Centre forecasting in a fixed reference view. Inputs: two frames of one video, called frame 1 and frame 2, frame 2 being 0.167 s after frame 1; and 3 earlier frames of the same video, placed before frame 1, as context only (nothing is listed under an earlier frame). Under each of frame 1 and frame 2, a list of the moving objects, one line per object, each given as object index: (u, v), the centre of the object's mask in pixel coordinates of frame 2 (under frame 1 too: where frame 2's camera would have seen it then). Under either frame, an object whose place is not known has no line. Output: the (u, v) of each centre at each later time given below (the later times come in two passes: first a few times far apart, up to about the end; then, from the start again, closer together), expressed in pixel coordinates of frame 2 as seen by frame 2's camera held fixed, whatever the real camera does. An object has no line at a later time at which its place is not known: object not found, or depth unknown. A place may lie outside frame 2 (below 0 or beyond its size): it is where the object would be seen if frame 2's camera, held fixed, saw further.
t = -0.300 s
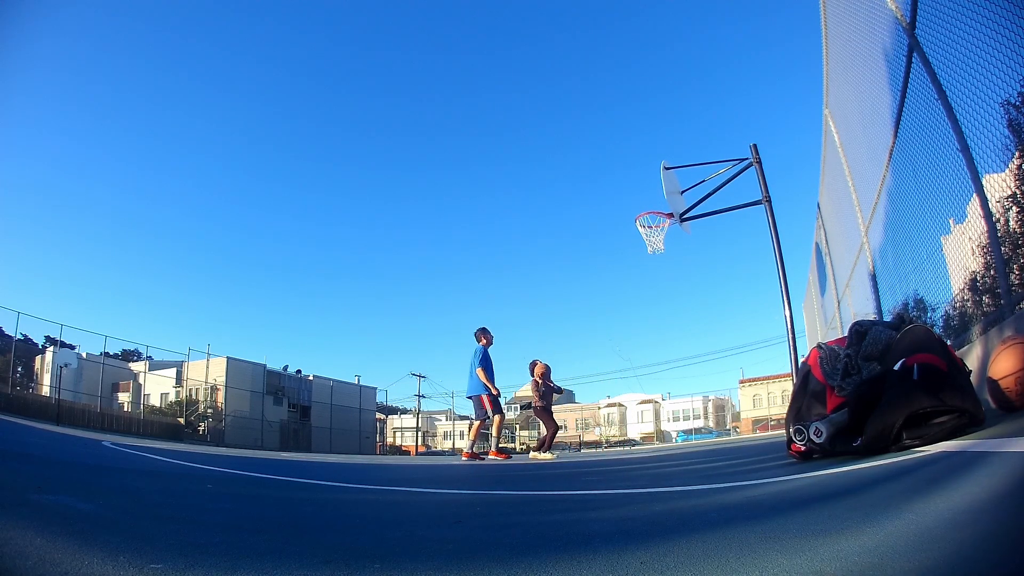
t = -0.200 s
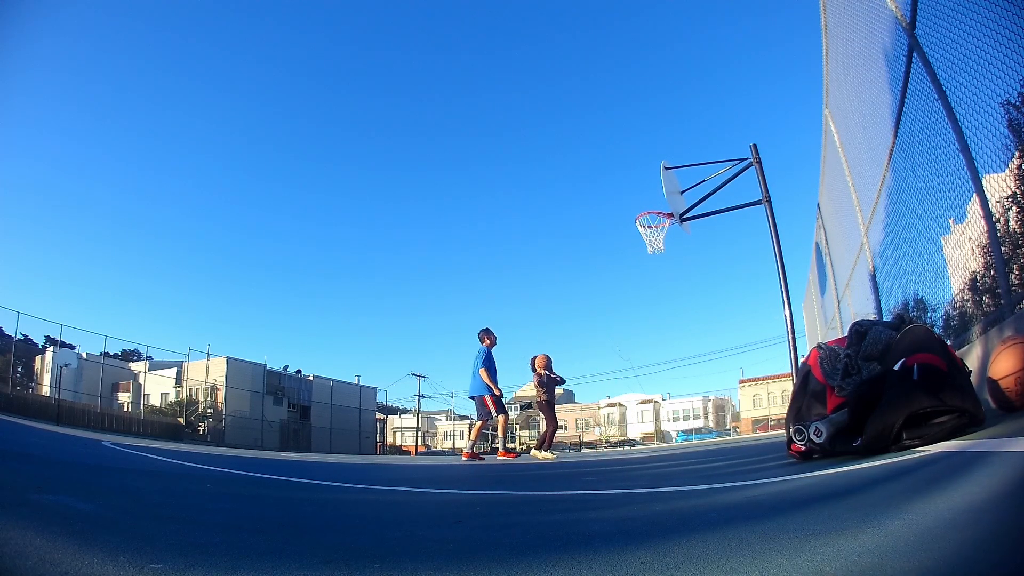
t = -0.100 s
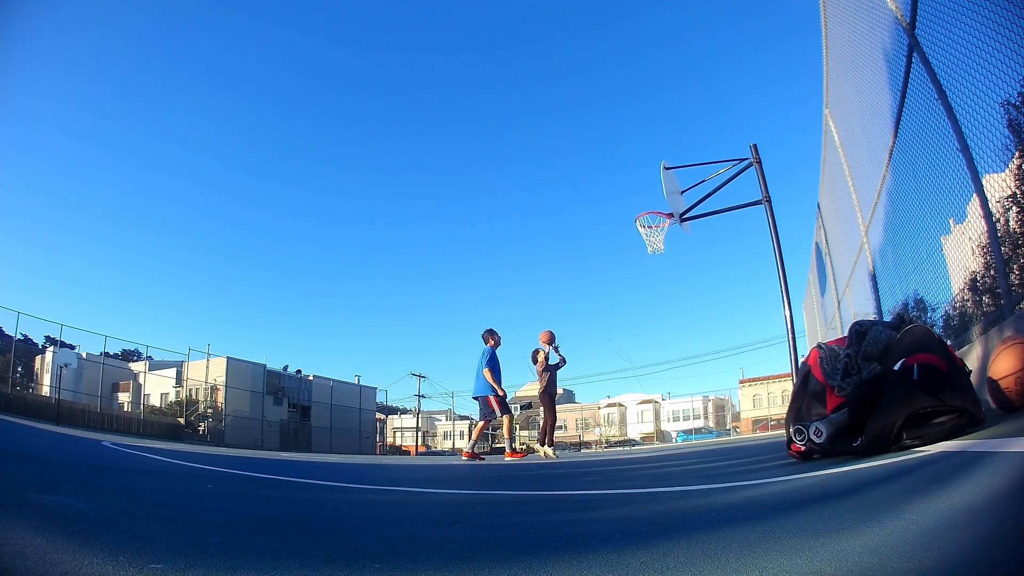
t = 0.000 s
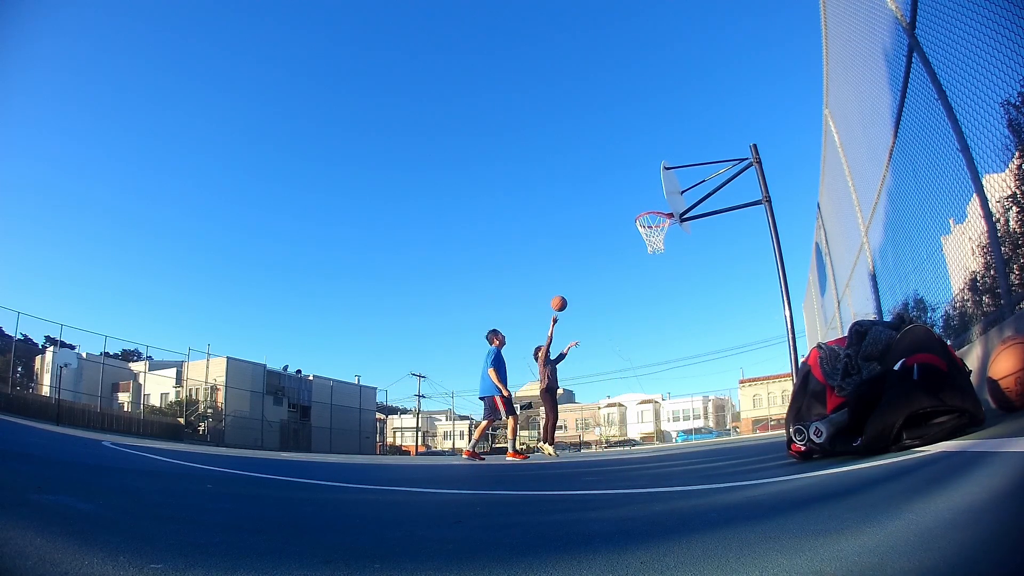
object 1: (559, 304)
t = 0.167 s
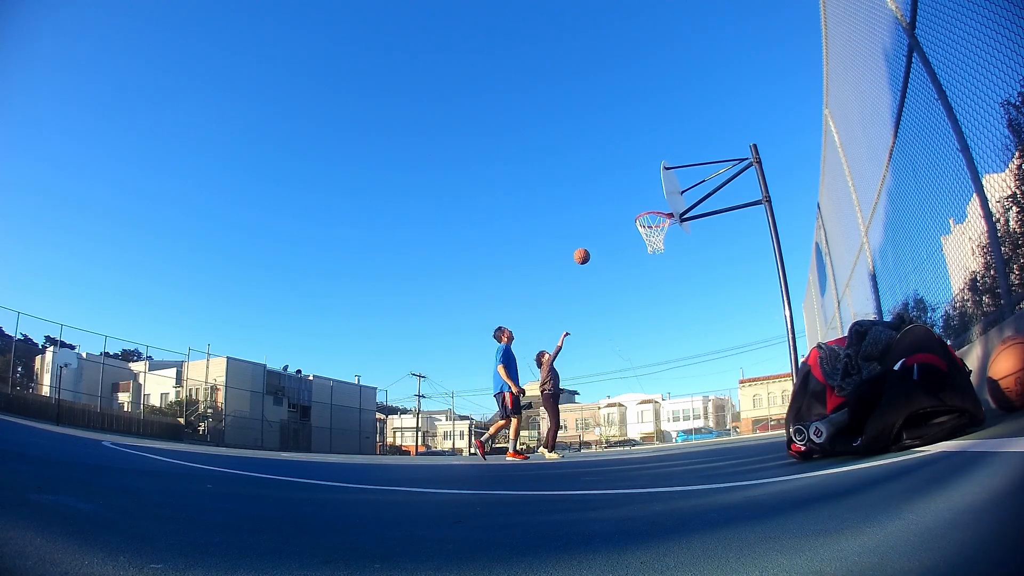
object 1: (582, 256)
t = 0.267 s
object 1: (596, 237)
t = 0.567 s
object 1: (639, 211)
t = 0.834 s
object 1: (647, 229)
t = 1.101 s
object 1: (649, 254)
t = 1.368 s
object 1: (661, 319)
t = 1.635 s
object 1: (673, 439)
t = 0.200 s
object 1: (586, 249)
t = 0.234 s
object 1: (591, 242)
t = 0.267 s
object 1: (596, 237)
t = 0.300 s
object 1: (601, 231)
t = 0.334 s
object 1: (606, 227)
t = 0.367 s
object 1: (610, 223)
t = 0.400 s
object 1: (615, 220)
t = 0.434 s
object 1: (620, 217)
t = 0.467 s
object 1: (626, 215)
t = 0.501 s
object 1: (630, 214)
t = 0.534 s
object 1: (635, 212)
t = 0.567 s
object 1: (639, 211)
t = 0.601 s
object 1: (645, 211)
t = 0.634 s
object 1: (650, 212)
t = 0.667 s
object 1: (654, 213)
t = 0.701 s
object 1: (659, 215)
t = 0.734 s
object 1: (656, 218)
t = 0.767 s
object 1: (653, 221)
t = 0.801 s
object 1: (650, 225)
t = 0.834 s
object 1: (647, 229)
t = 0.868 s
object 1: (646, 231)
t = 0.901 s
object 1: (646, 234)
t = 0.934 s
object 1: (646, 238)
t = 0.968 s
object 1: (647, 241)
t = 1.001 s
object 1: (647, 243)
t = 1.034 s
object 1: (648, 247)
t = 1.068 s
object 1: (648, 249)
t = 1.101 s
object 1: (649, 254)
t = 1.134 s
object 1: (651, 259)
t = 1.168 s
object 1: (652, 265)
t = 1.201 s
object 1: (653, 271)
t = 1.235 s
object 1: (654, 279)
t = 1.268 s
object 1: (656, 288)
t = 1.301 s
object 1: (657, 297)
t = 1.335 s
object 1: (659, 308)
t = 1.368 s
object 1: (661, 319)
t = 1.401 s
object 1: (662, 332)
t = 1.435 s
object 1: (664, 346)
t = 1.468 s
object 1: (665, 361)
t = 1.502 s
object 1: (667, 377)
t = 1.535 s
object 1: (669, 394)
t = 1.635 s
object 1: (673, 439)
